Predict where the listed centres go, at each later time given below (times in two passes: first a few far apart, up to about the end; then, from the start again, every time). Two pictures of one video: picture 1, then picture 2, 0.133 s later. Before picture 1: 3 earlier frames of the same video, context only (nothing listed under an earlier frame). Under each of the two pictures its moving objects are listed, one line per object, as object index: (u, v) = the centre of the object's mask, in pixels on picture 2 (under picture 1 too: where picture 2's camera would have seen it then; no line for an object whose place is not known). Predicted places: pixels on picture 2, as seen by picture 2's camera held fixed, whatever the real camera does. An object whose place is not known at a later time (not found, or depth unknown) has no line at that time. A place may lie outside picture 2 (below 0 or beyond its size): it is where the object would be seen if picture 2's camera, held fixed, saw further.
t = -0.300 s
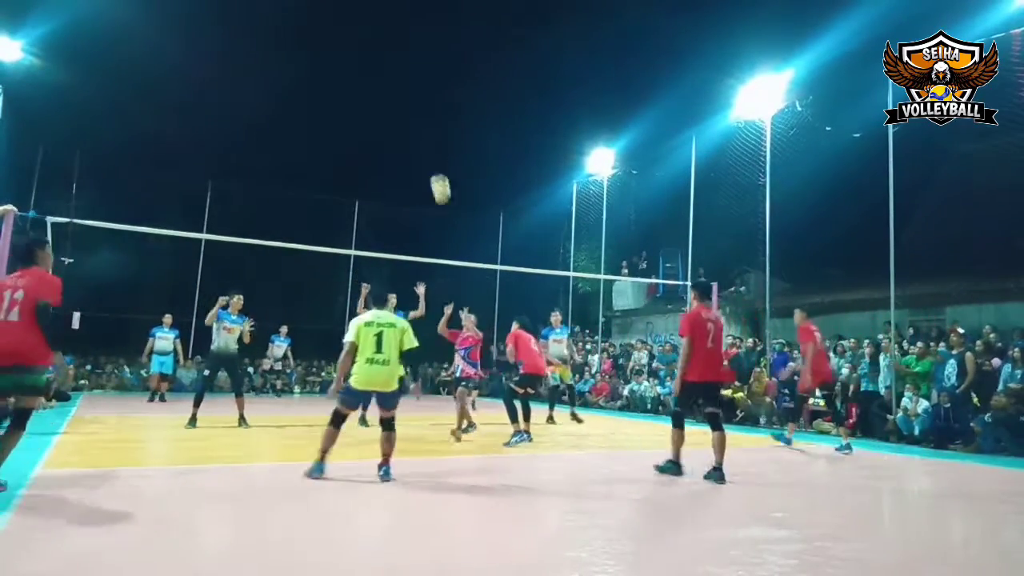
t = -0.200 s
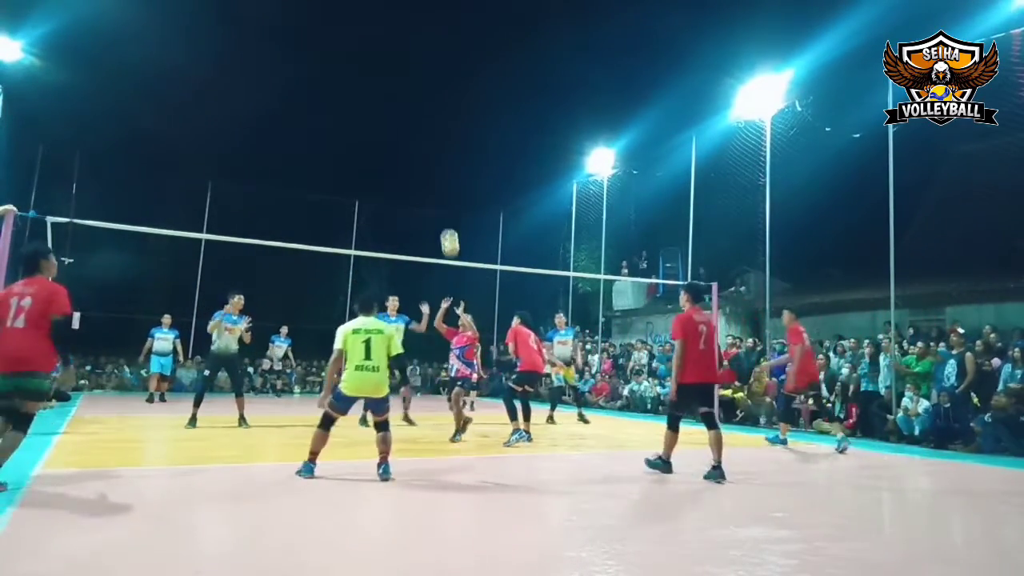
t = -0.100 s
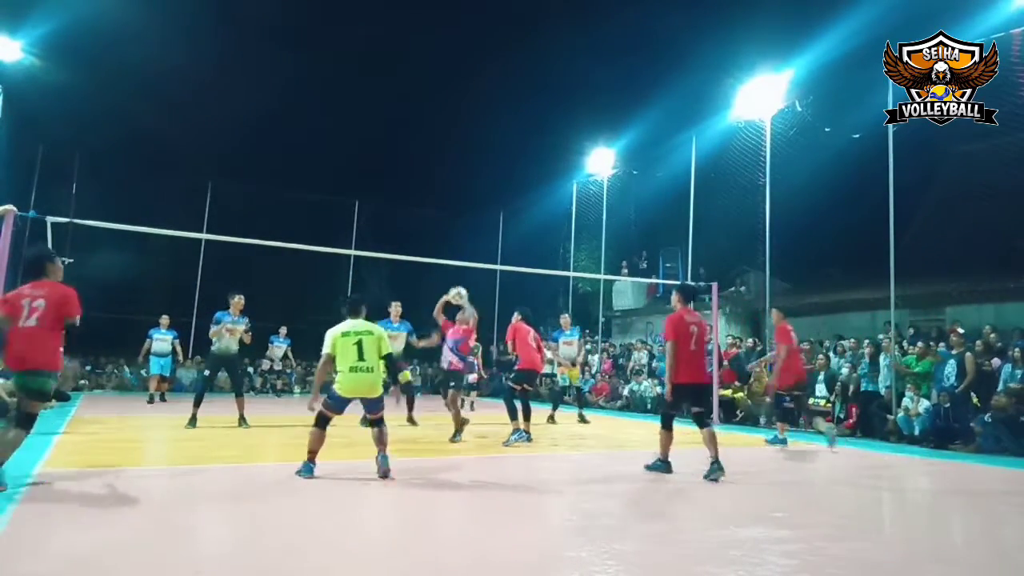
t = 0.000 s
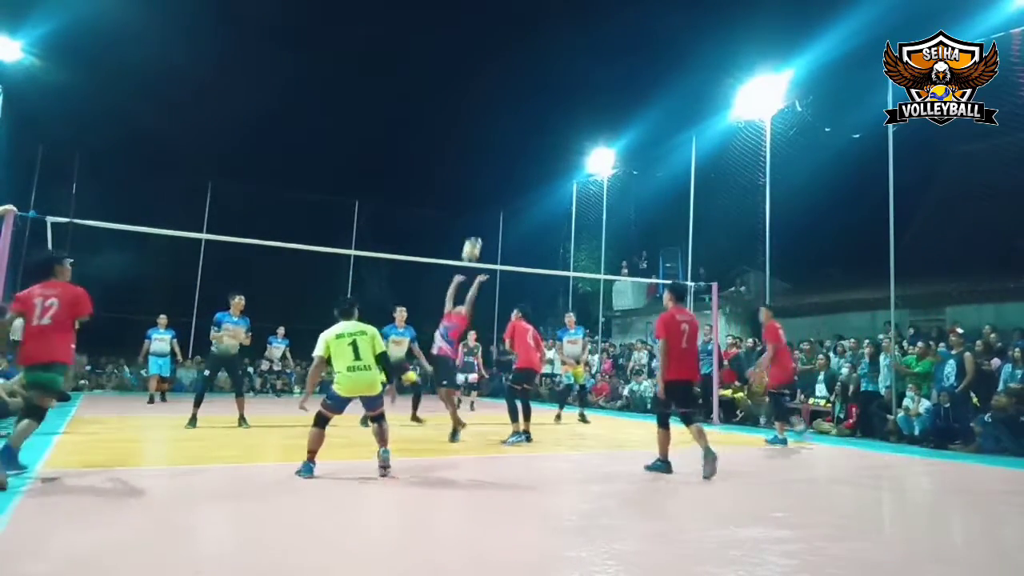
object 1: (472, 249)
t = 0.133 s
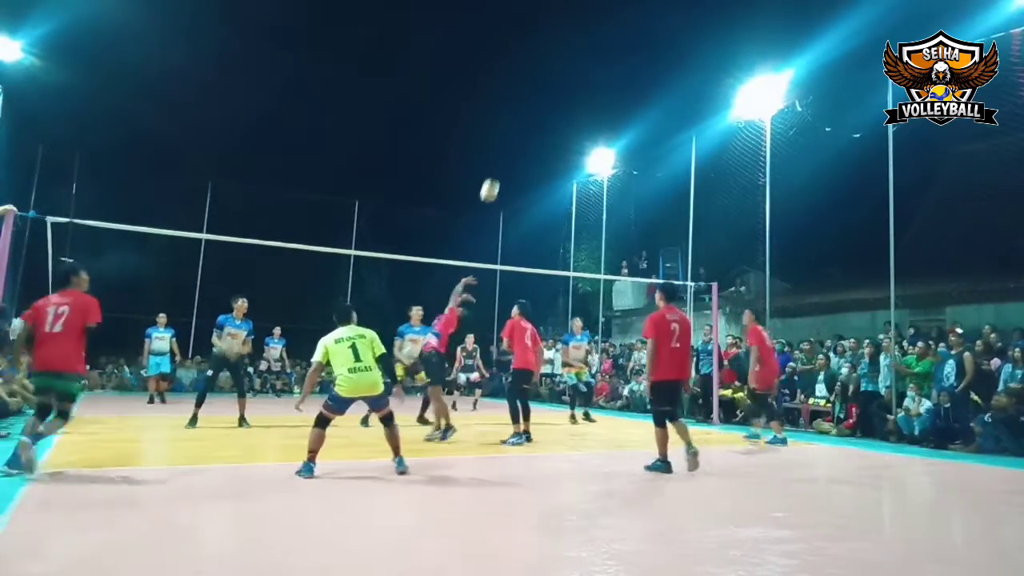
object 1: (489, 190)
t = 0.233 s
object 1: (502, 157)
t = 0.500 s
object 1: (533, 107)
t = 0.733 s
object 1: (558, 106)
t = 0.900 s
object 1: (574, 130)
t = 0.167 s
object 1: (494, 177)
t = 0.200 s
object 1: (498, 167)
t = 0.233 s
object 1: (502, 157)
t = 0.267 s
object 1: (507, 146)
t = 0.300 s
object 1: (511, 139)
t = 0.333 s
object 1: (514, 131)
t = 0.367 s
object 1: (518, 124)
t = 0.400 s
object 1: (522, 119)
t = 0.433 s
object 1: (526, 114)
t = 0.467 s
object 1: (530, 110)
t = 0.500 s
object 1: (533, 107)
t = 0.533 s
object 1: (537, 104)
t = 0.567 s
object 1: (540, 102)
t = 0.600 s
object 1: (544, 101)
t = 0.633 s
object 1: (547, 101)
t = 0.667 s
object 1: (551, 102)
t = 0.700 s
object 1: (554, 104)
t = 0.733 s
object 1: (558, 106)
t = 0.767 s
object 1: (561, 109)
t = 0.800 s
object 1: (564, 113)
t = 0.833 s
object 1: (567, 117)
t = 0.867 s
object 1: (570, 123)
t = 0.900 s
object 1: (574, 130)
